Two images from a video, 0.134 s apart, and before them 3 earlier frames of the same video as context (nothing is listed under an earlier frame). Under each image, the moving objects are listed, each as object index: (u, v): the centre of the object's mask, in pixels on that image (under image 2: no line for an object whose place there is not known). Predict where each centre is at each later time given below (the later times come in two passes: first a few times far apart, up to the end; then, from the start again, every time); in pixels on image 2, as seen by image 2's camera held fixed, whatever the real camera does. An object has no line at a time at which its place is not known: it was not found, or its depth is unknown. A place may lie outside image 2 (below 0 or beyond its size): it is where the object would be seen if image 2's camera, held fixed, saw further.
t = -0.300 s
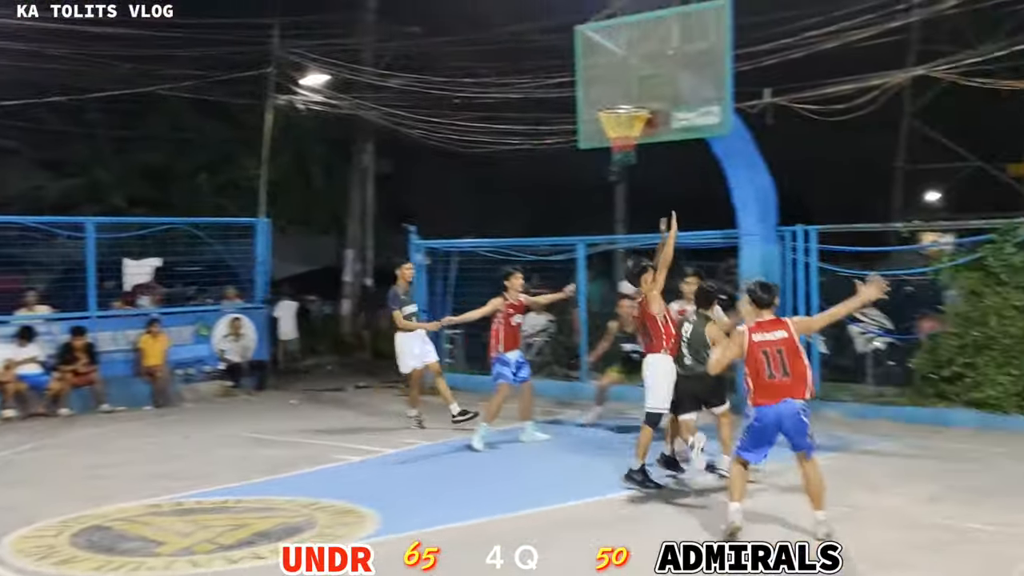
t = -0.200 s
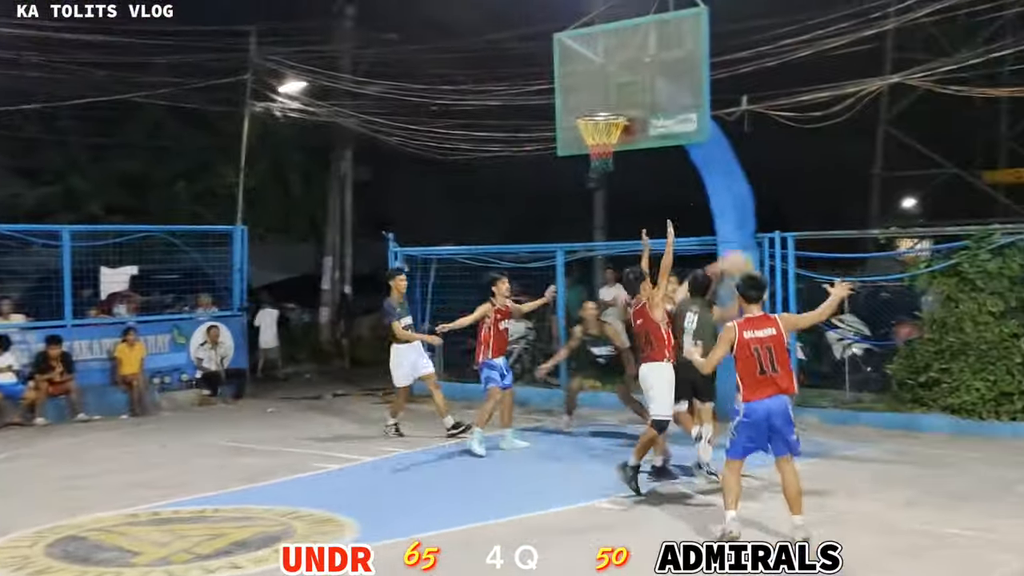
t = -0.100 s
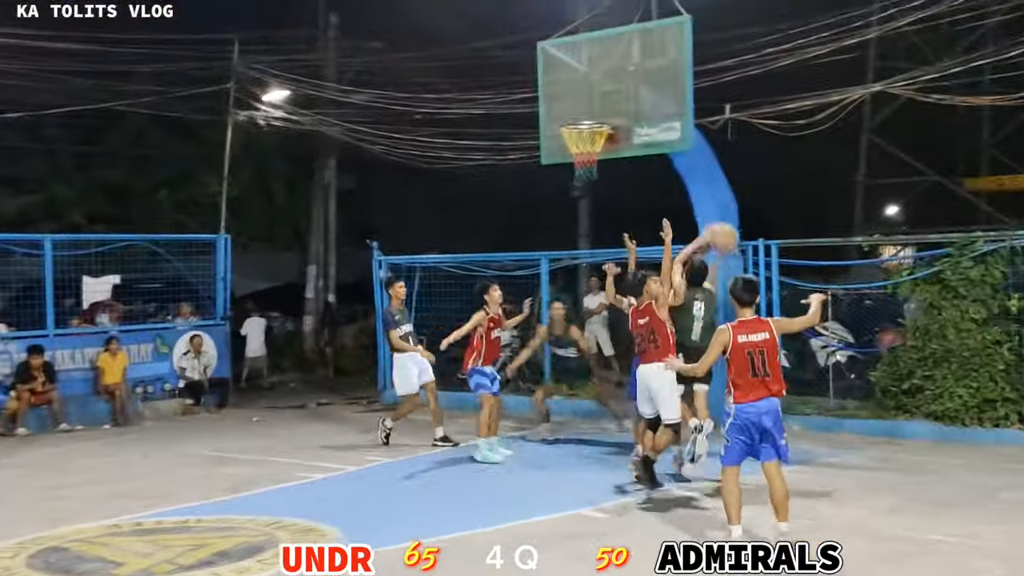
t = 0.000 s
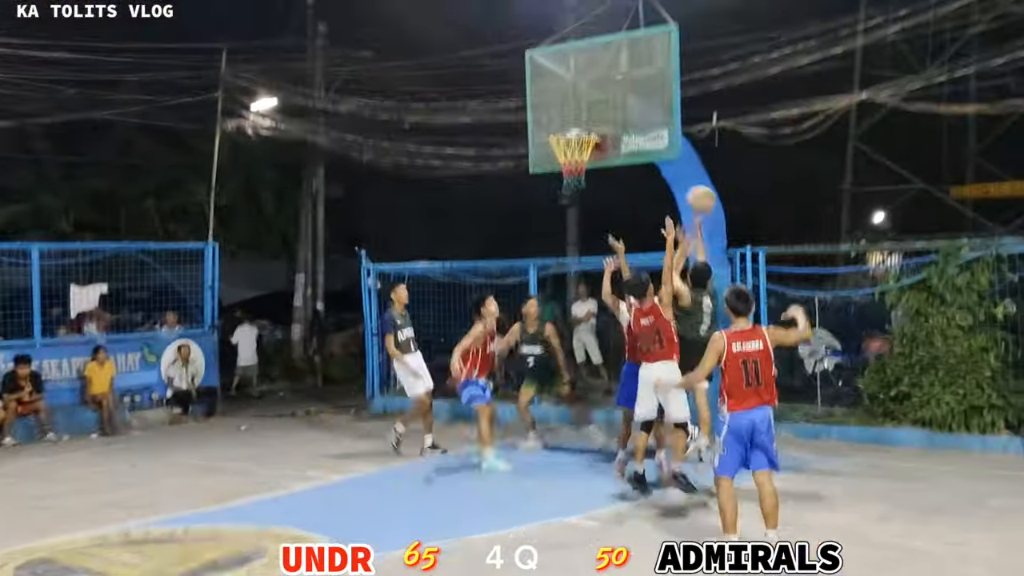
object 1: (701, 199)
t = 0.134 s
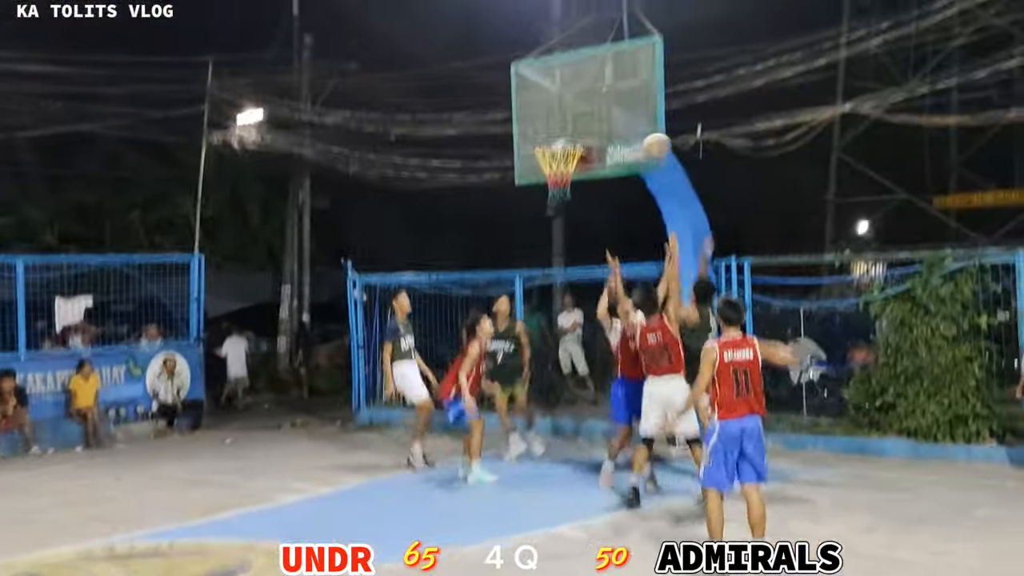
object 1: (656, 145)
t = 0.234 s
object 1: (636, 111)
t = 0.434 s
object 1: (595, 87)
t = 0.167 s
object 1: (649, 133)
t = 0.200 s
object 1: (644, 123)
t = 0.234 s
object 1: (636, 111)
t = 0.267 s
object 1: (629, 103)
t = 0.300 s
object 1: (624, 97)
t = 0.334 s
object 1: (616, 93)
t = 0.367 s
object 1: (609, 89)
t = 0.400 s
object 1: (602, 87)
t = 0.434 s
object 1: (595, 87)
